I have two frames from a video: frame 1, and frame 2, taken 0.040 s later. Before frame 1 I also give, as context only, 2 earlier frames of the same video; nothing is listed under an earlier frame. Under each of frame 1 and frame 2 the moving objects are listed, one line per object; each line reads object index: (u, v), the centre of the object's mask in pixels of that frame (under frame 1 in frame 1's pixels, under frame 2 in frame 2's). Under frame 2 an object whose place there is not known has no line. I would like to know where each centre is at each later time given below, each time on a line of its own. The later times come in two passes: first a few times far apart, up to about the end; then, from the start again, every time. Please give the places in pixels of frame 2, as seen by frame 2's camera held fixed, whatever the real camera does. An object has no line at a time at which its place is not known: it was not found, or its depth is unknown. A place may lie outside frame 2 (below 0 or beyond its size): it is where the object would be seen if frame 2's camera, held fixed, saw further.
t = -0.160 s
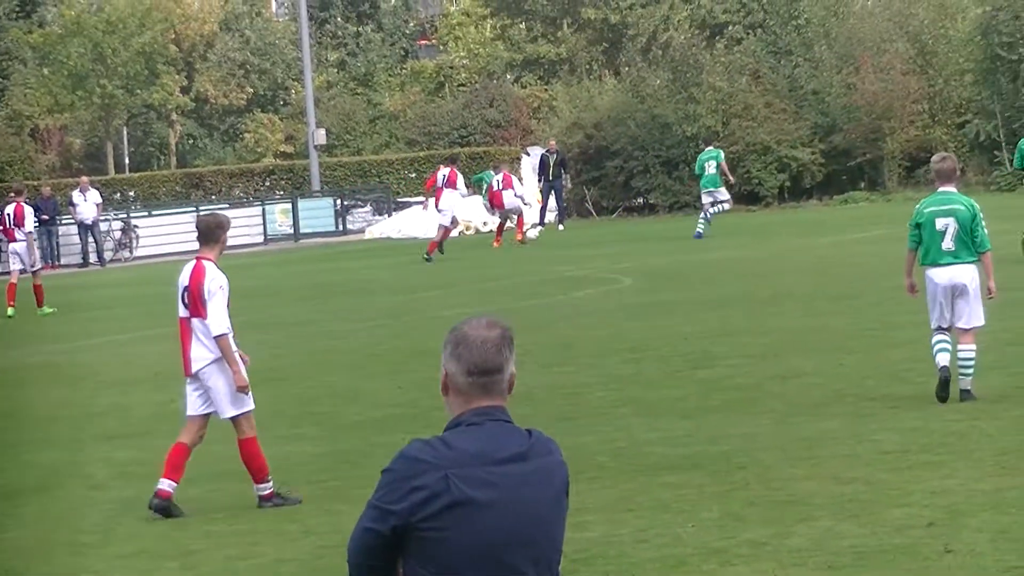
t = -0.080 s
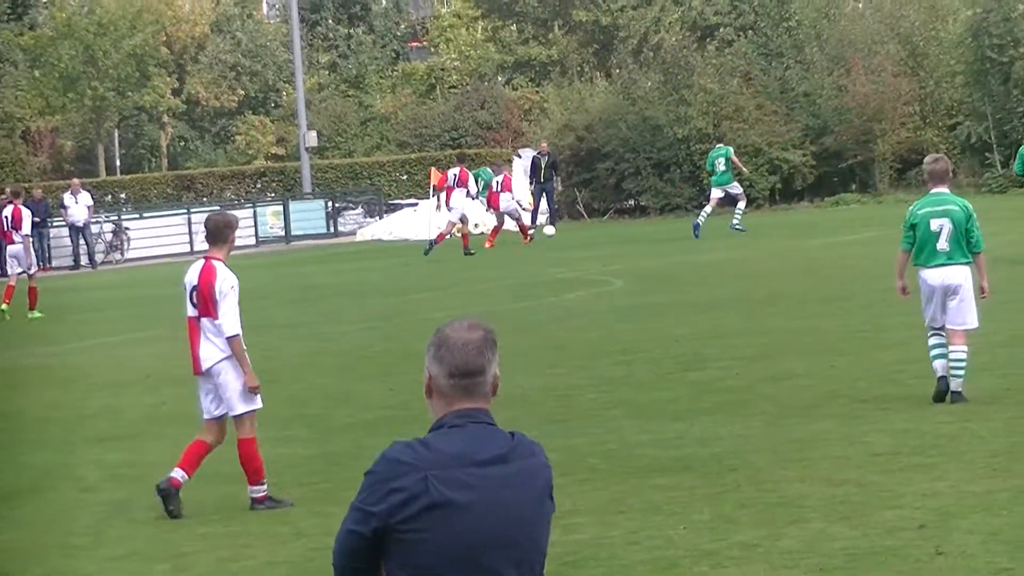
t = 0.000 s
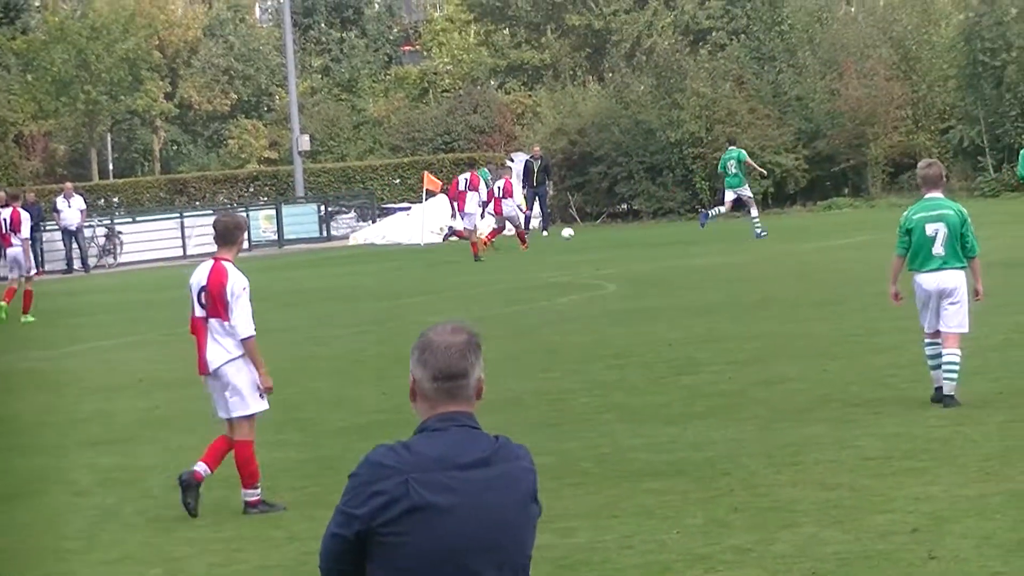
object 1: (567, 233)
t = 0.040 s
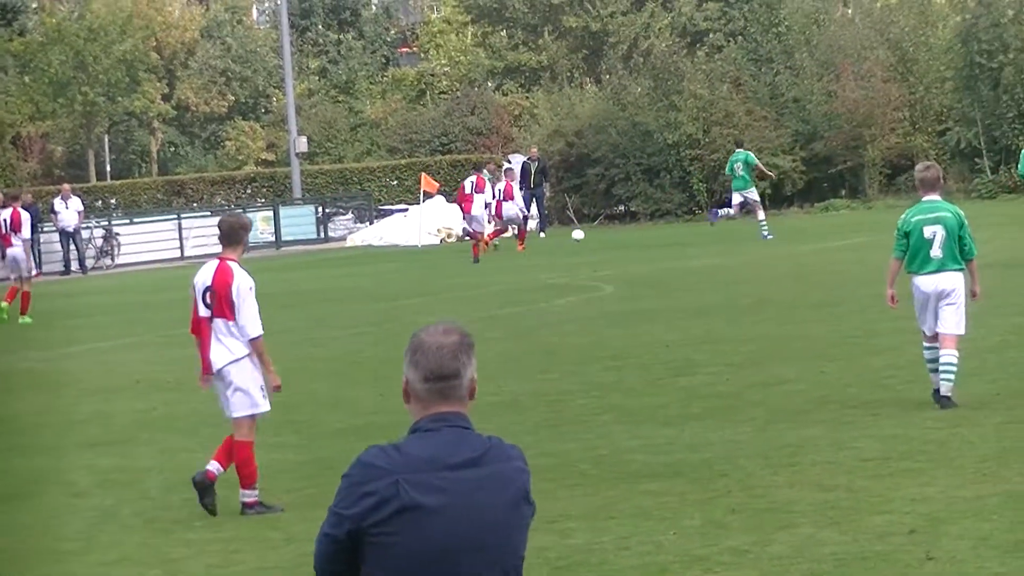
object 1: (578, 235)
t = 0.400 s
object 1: (675, 238)
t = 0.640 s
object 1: (730, 235)
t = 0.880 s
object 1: (787, 232)
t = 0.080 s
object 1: (591, 237)
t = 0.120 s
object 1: (604, 240)
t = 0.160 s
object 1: (615, 239)
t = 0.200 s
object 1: (625, 237)
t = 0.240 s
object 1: (635, 236)
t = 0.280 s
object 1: (645, 235)
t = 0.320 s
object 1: (655, 235)
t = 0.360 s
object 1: (665, 237)
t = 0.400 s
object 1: (675, 238)
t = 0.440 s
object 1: (684, 236)
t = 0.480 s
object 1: (693, 235)
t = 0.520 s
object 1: (702, 234)
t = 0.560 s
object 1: (712, 235)
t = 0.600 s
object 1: (721, 236)
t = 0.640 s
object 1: (730, 235)
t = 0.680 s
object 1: (740, 234)
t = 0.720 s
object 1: (749, 233)
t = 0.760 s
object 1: (759, 233)
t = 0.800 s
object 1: (768, 234)
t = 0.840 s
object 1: (777, 232)
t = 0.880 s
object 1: (787, 232)
